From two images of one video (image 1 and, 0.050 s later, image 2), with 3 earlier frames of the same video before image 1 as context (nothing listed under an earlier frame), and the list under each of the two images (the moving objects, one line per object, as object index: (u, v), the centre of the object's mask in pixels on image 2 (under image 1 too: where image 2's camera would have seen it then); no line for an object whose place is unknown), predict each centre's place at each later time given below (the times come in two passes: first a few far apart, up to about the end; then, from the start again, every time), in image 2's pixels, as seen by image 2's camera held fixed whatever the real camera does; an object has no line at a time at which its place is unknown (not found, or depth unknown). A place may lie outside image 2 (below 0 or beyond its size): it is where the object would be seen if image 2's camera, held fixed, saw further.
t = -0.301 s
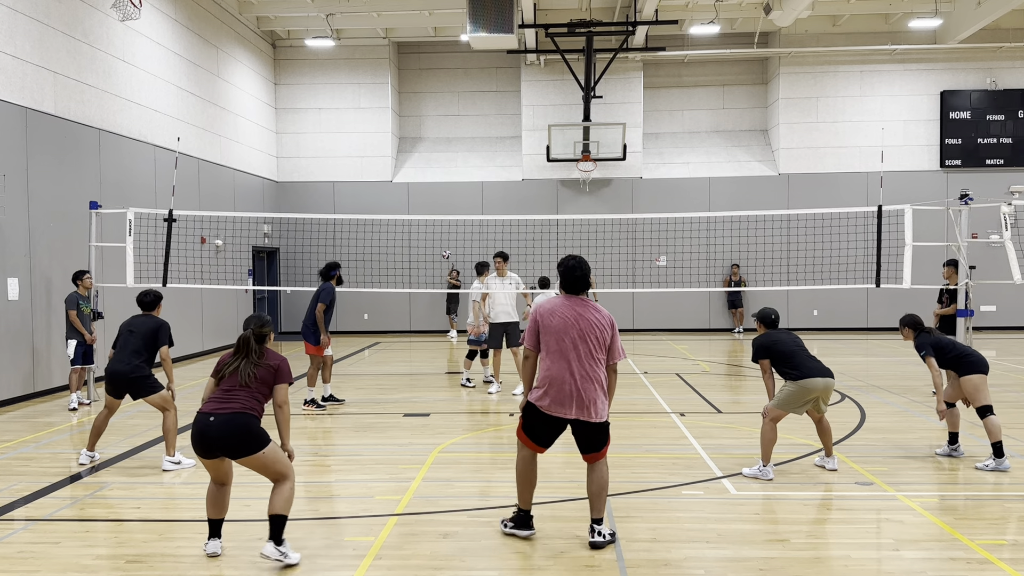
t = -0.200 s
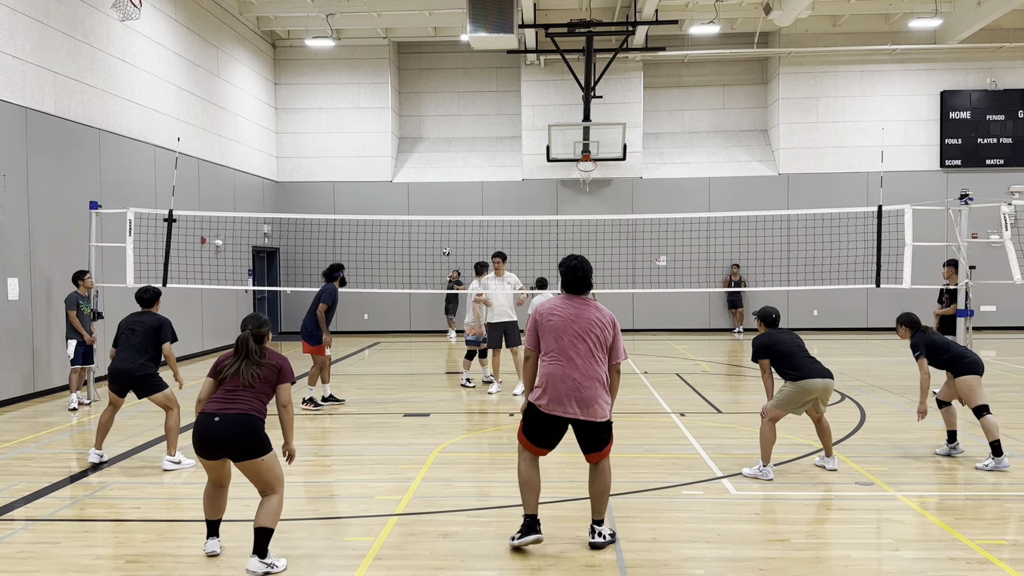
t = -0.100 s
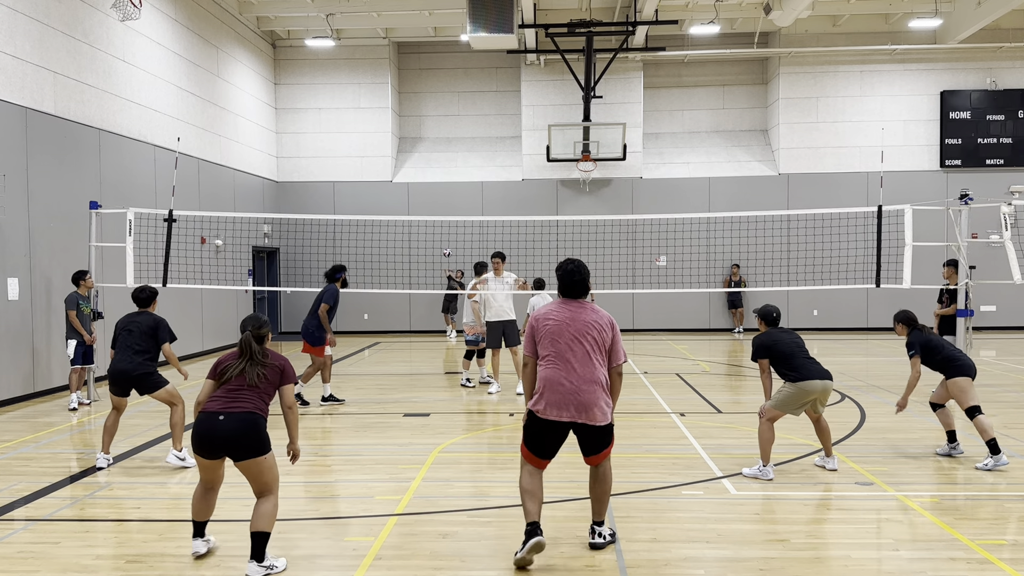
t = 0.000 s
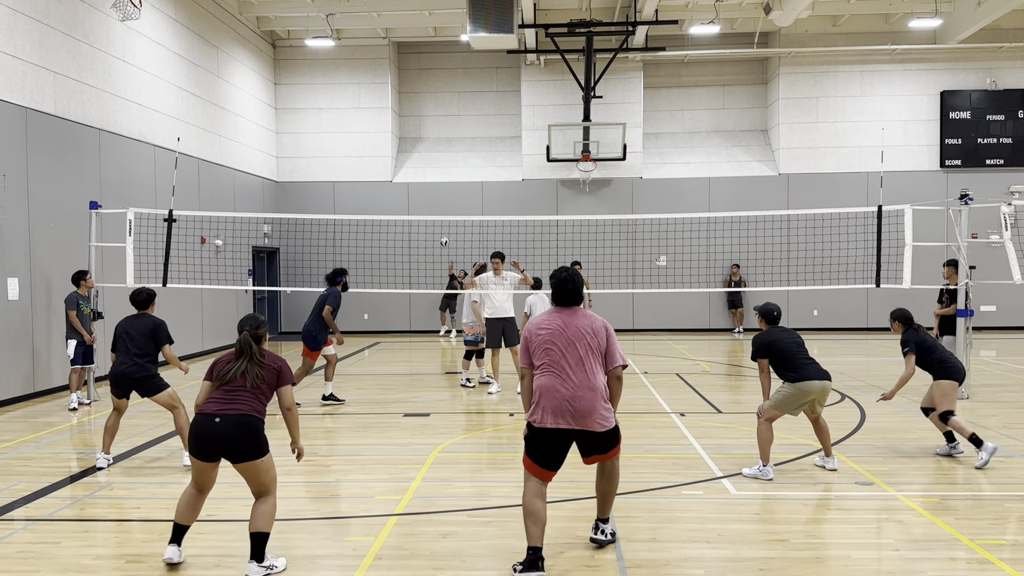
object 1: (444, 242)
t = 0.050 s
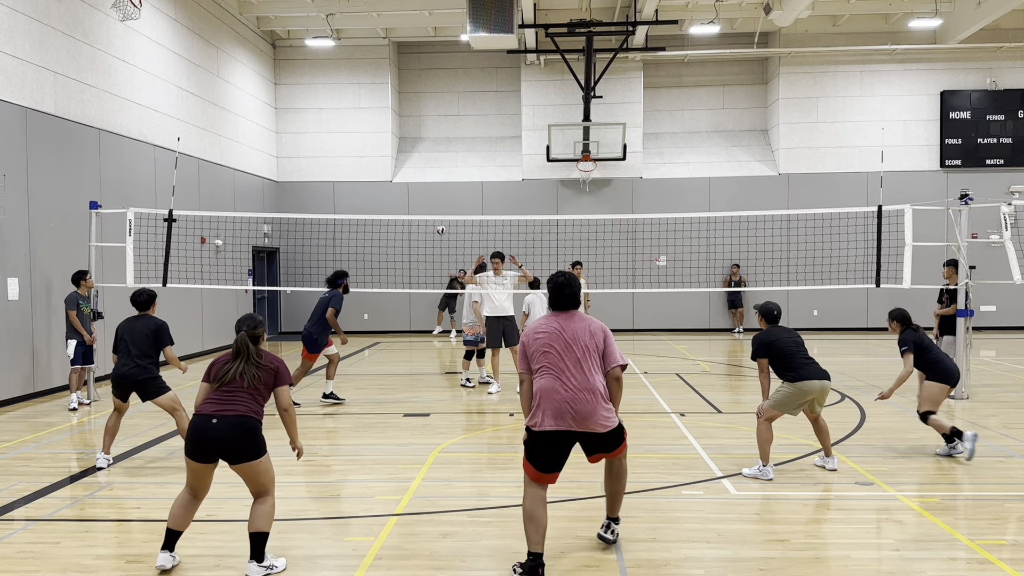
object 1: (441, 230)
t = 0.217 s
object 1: (428, 194)
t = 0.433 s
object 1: (403, 159)
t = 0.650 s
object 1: (367, 151)
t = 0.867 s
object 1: (325, 187)
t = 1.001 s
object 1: (289, 245)
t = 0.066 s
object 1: (439, 226)
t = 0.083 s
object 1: (438, 223)
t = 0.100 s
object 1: (437, 221)
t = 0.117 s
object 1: (436, 213)
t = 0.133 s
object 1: (435, 211)
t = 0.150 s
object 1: (434, 208)
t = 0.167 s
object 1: (432, 204)
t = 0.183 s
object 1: (431, 200)
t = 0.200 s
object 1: (429, 197)
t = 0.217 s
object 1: (428, 194)
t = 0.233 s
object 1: (426, 191)
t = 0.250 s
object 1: (425, 188)
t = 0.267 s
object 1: (423, 185)
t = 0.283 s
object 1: (421, 182)
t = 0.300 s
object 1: (420, 179)
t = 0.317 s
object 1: (418, 176)
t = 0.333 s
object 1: (416, 173)
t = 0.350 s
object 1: (414, 170)
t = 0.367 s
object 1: (412, 168)
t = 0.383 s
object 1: (410, 165)
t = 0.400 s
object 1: (407, 163)
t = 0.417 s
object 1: (405, 161)
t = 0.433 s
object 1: (403, 159)
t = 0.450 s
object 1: (401, 157)
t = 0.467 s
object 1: (398, 156)
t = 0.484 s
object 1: (396, 154)
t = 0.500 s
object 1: (394, 152)
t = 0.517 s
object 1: (391, 152)
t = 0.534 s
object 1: (388, 151)
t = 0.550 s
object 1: (385, 150)
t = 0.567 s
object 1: (382, 150)
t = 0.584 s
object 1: (380, 150)
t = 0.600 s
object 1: (377, 150)
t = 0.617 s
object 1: (373, 150)
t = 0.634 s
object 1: (370, 150)
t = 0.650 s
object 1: (367, 151)
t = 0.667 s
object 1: (364, 152)
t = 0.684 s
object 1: (361, 153)
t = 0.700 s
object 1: (358, 155)
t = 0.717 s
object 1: (355, 156)
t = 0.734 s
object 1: (352, 158)
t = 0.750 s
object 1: (349, 161)
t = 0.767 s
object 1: (346, 163)
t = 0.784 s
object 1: (342, 166)
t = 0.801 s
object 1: (339, 170)
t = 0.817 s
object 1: (336, 173)
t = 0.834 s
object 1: (332, 177)
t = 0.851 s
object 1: (329, 181)
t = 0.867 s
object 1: (325, 187)
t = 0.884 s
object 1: (321, 191)
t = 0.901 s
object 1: (317, 197)
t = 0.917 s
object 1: (313, 203)
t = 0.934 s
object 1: (308, 210)
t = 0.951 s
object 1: (304, 218)
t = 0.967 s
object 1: (299, 227)
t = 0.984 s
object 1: (294, 235)
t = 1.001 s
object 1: (289, 245)
